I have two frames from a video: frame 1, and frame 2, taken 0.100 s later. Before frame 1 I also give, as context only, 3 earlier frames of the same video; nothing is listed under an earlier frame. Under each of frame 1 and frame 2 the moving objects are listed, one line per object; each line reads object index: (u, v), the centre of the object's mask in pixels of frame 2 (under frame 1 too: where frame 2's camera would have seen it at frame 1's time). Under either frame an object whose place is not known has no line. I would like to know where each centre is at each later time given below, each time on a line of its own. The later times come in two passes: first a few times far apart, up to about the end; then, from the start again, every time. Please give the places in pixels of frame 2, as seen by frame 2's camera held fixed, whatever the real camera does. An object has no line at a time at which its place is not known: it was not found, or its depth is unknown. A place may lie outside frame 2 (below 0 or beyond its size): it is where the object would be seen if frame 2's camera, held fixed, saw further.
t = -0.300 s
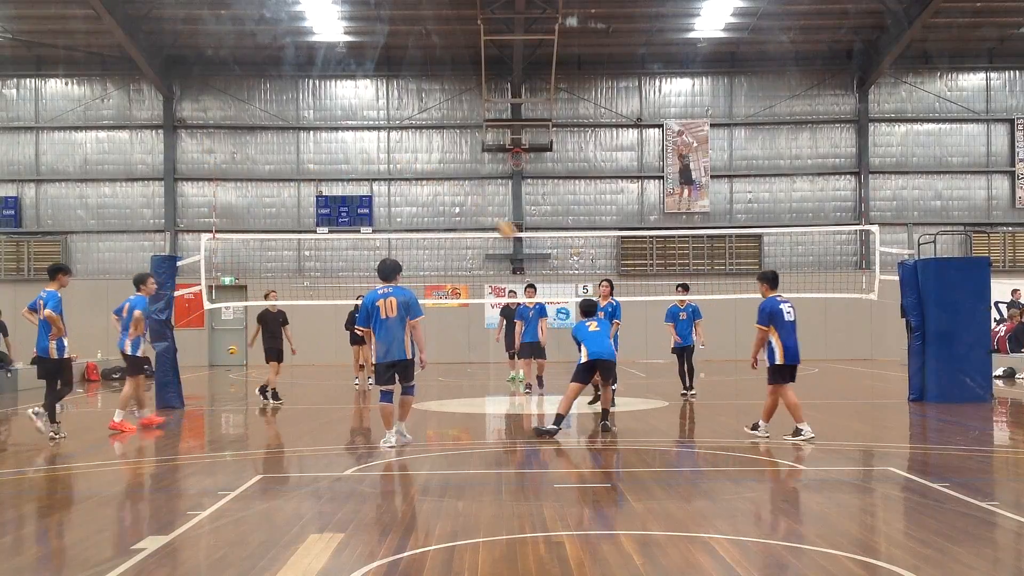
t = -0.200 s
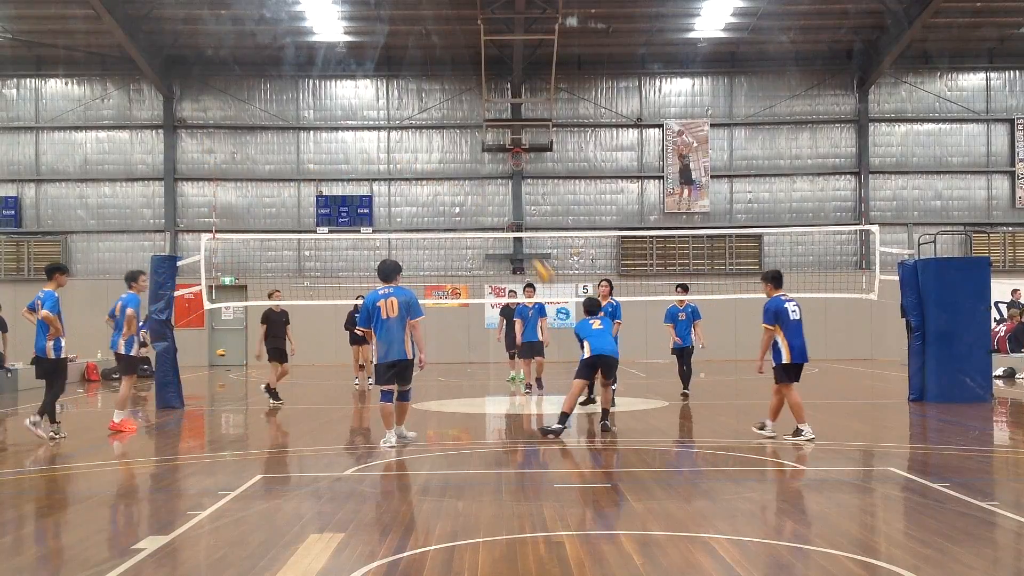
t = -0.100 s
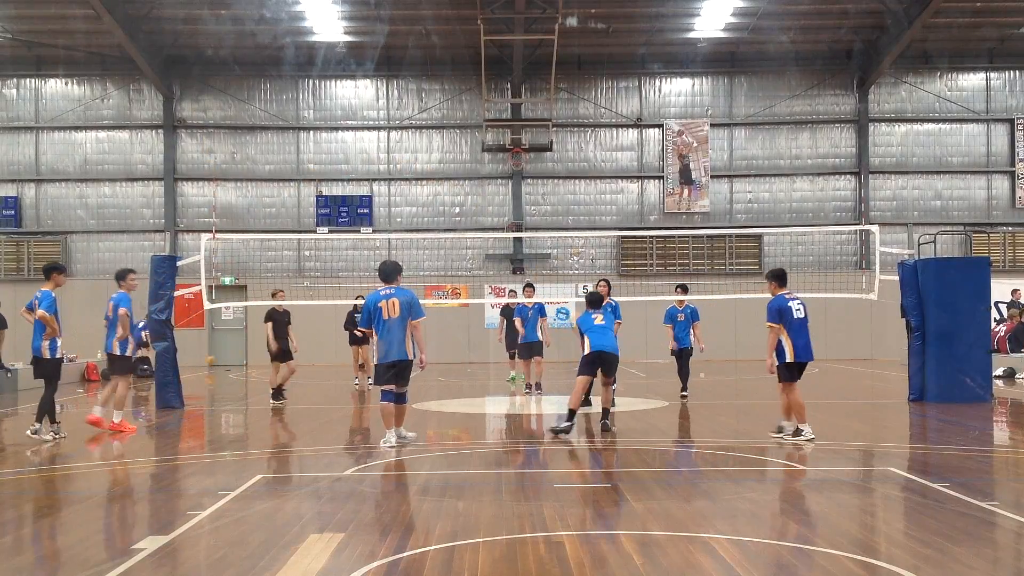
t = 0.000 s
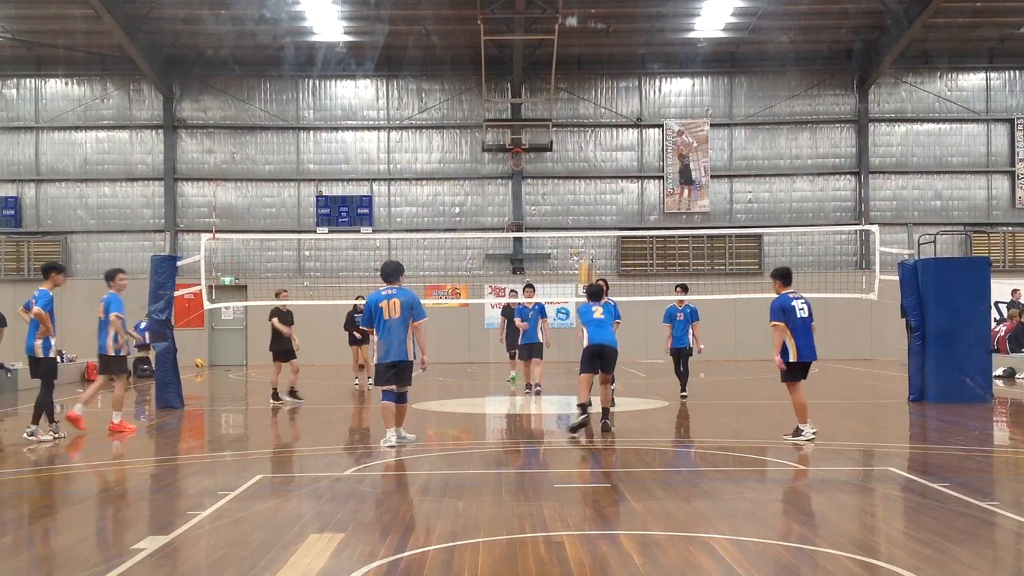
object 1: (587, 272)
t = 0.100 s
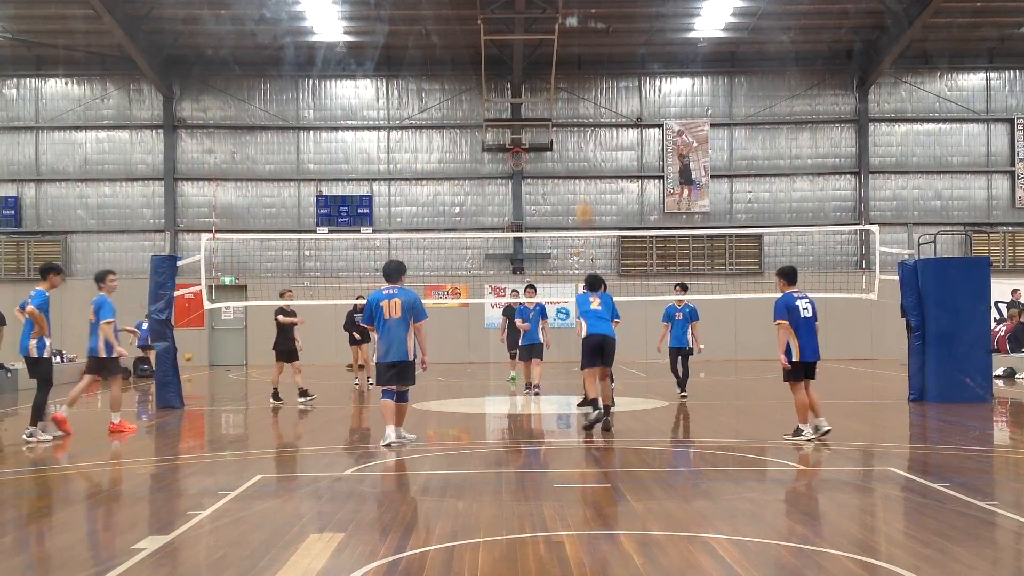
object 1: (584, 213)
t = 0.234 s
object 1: (583, 143)
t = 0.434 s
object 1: (582, 75)
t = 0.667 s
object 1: (584, 40)
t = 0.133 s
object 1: (584, 192)
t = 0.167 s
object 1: (583, 173)
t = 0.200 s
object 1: (584, 159)
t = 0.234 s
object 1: (583, 143)
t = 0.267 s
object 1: (582, 129)
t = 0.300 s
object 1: (582, 117)
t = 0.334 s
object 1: (582, 105)
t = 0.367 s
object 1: (582, 93)
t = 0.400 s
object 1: (583, 84)
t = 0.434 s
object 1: (582, 75)
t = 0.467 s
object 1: (582, 67)
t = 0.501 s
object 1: (583, 58)
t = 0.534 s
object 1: (583, 53)
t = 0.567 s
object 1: (583, 49)
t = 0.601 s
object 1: (583, 45)
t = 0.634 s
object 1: (583, 42)
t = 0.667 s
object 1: (584, 40)
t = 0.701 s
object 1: (584, 39)
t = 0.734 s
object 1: (584, 38)
